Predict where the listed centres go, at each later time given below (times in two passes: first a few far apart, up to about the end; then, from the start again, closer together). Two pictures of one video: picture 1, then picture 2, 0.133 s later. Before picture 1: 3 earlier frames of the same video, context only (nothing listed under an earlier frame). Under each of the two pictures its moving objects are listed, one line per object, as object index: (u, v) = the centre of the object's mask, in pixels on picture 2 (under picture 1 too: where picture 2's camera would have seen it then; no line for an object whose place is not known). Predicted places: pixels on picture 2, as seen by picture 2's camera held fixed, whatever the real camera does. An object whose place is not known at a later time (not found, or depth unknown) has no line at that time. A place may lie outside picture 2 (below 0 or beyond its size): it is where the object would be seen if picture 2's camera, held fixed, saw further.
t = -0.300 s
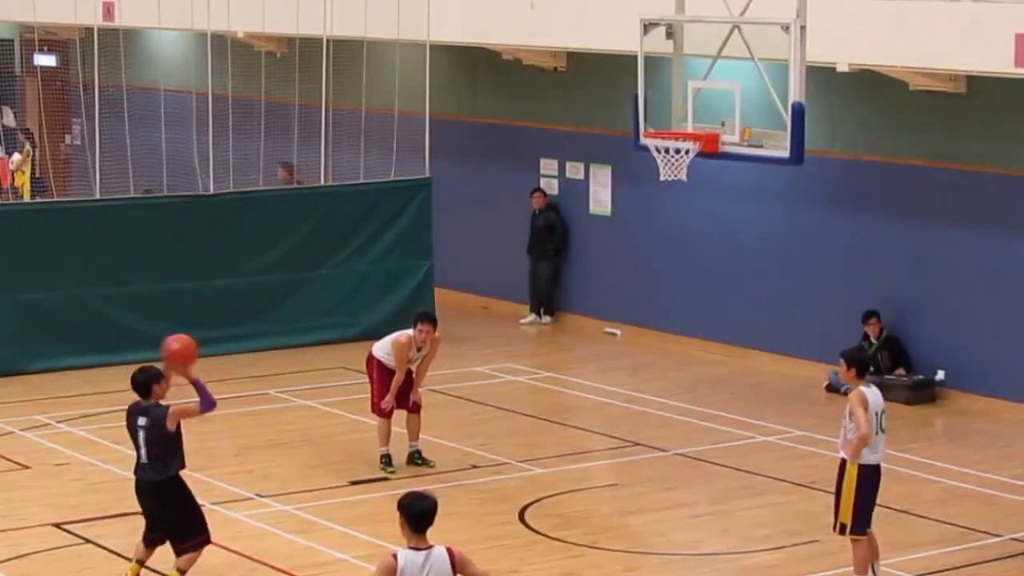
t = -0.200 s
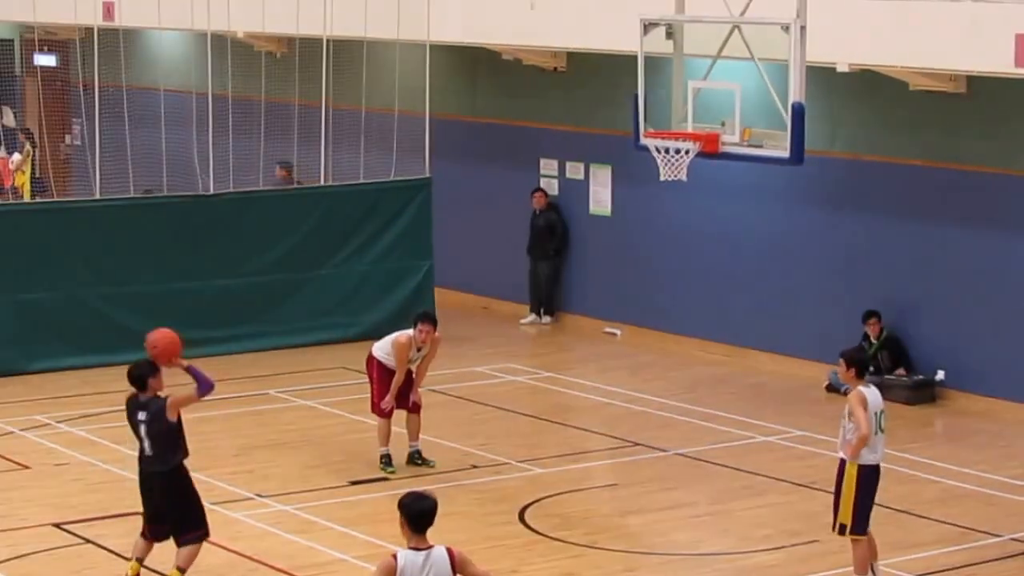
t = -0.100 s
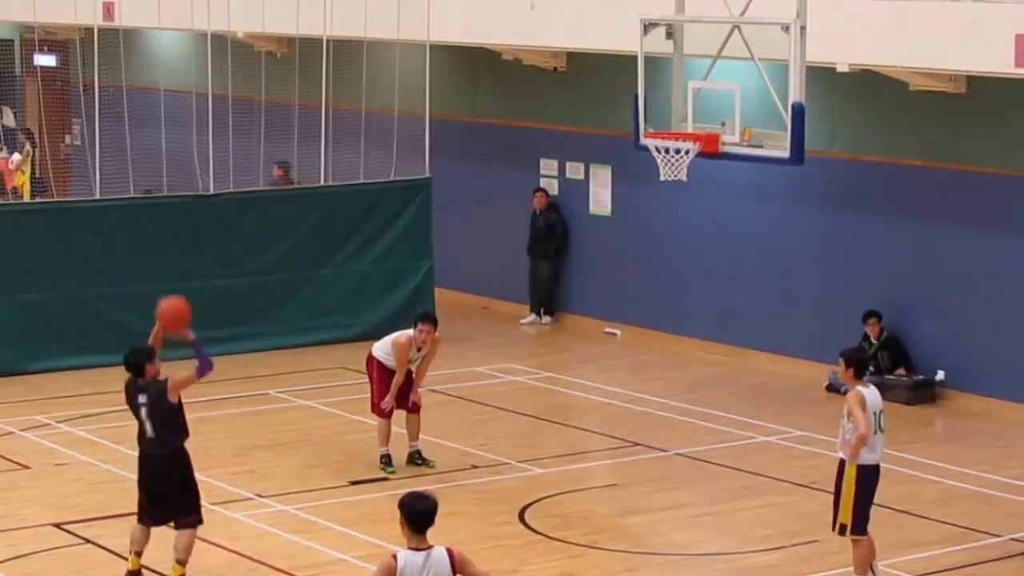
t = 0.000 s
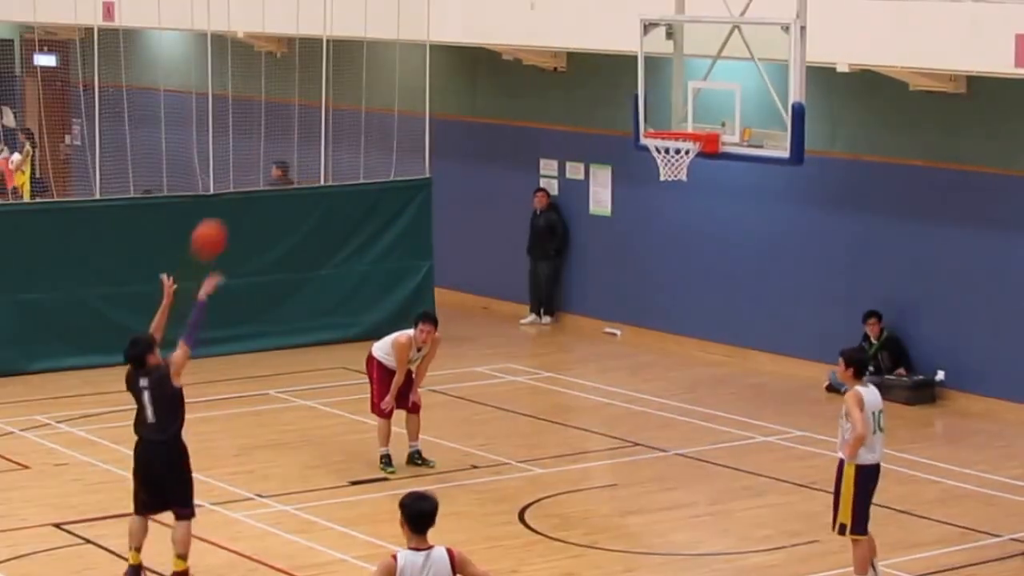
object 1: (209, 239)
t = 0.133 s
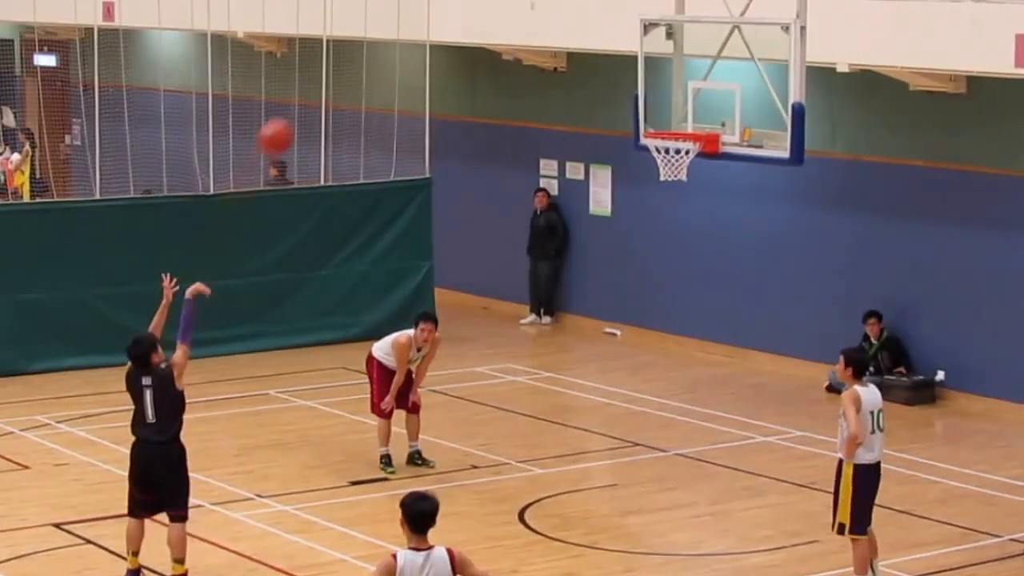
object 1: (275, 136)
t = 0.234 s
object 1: (324, 78)
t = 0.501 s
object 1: (448, 5)
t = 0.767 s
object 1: (561, 10)
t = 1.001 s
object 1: (655, 89)
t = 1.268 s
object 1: (666, 152)
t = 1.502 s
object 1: (684, 201)
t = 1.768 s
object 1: (701, 331)
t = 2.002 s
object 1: (715, 479)
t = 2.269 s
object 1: (727, 350)
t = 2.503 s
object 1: (735, 306)
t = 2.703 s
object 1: (741, 318)
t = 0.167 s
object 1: (291, 116)
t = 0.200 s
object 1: (307, 96)
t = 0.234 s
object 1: (324, 78)
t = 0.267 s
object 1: (340, 61)
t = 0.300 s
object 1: (355, 49)
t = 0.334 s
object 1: (371, 36)
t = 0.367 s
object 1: (387, 24)
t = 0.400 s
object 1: (402, 15)
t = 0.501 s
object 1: (448, 5)
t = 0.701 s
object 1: (534, 5)
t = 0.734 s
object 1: (548, 7)
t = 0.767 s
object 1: (561, 10)
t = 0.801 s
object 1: (575, 15)
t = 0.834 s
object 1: (589, 24)
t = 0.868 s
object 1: (602, 34)
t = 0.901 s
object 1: (616, 47)
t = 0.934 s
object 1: (628, 60)
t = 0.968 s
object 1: (643, 74)
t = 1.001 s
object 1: (655, 89)
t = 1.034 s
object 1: (667, 105)
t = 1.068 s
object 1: (680, 122)
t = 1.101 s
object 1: (677, 137)
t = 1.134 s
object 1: (667, 152)
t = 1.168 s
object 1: (662, 150)
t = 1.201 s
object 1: (662, 151)
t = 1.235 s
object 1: (663, 152)
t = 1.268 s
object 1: (666, 152)
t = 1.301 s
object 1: (667, 154)
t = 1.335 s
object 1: (669, 157)
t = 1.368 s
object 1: (674, 163)
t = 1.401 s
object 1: (677, 171)
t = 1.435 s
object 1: (681, 188)
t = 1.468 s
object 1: (682, 192)
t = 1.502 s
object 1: (684, 201)
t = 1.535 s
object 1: (687, 213)
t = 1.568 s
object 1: (689, 226)
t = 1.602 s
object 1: (691, 241)
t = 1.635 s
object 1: (693, 256)
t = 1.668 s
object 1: (696, 273)
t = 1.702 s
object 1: (698, 292)
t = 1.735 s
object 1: (699, 311)
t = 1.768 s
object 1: (701, 331)
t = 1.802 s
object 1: (703, 354)
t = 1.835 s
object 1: (705, 376)
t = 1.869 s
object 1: (708, 400)
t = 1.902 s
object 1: (710, 427)
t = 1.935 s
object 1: (712, 452)
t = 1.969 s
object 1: (714, 481)
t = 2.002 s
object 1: (715, 479)
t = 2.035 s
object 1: (718, 458)
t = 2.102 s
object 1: (721, 421)
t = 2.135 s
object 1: (721, 404)
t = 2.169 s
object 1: (723, 389)
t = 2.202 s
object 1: (725, 375)
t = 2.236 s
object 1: (726, 362)
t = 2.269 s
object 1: (727, 350)
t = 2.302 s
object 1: (728, 340)
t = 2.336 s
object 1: (730, 331)
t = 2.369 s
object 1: (731, 324)
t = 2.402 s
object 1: (732, 317)
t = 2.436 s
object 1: (733, 312)
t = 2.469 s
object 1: (734, 309)
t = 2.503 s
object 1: (735, 306)
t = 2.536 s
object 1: (736, 305)
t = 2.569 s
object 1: (737, 305)
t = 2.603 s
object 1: (738, 307)
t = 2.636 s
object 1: (739, 309)
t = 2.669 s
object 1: (740, 313)
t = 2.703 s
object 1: (741, 318)
